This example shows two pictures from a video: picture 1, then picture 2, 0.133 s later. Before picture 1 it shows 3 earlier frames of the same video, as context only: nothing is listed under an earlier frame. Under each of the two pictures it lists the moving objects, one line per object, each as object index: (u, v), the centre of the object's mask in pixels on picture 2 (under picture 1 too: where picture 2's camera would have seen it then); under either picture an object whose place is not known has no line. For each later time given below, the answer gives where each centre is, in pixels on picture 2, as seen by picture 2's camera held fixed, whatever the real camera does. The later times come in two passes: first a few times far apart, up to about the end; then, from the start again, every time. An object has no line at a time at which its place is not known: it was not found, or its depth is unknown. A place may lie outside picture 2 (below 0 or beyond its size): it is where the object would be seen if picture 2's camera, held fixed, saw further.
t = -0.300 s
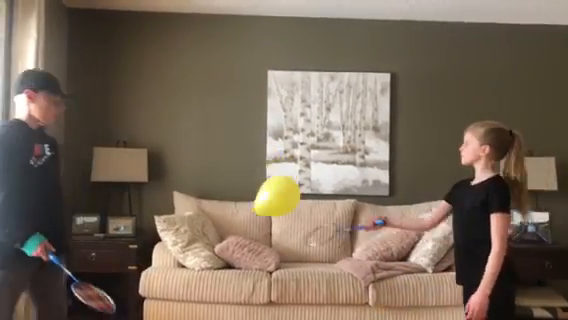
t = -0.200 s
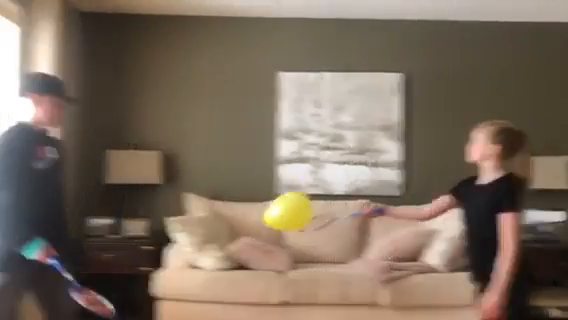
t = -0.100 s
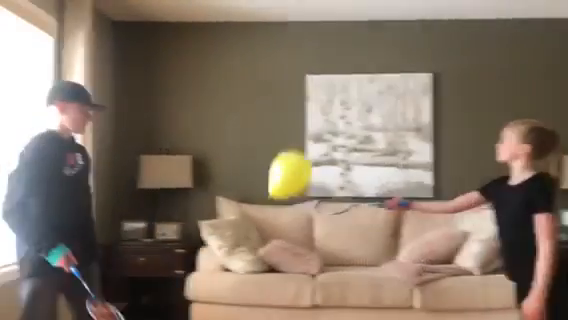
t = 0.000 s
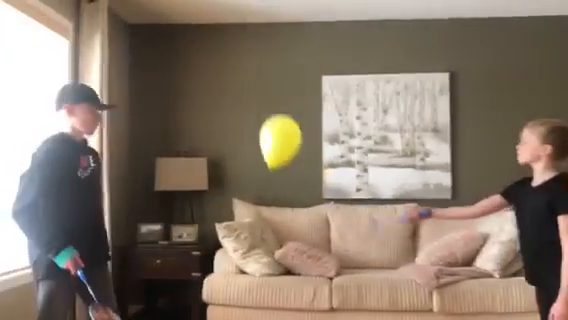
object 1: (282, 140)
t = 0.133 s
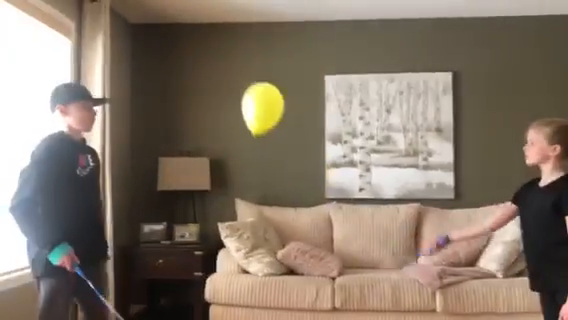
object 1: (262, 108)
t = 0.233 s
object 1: (254, 95)
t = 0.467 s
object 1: (239, 86)
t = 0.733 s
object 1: (215, 101)
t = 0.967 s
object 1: (196, 139)
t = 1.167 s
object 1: (190, 188)
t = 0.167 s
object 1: (259, 102)
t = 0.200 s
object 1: (256, 99)
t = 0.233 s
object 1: (254, 95)
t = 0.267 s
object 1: (252, 93)
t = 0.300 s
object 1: (250, 91)
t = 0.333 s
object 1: (248, 89)
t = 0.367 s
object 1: (246, 88)
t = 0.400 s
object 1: (244, 87)
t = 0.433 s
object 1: (241, 86)
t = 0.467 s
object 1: (239, 86)
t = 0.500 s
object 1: (236, 87)
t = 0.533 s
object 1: (234, 87)
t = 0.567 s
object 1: (231, 89)
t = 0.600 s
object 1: (228, 90)
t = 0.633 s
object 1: (224, 92)
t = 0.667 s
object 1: (221, 94)
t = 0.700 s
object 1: (218, 97)
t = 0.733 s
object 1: (215, 101)
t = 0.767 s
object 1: (212, 105)
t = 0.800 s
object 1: (209, 109)
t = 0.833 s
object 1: (206, 114)
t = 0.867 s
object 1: (203, 120)
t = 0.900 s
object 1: (201, 126)
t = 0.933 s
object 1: (199, 132)
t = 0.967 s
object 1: (196, 139)
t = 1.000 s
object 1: (195, 147)
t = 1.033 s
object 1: (194, 154)
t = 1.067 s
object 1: (193, 162)
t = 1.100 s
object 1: (193, 171)
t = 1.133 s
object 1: (192, 179)
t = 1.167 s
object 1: (190, 188)
